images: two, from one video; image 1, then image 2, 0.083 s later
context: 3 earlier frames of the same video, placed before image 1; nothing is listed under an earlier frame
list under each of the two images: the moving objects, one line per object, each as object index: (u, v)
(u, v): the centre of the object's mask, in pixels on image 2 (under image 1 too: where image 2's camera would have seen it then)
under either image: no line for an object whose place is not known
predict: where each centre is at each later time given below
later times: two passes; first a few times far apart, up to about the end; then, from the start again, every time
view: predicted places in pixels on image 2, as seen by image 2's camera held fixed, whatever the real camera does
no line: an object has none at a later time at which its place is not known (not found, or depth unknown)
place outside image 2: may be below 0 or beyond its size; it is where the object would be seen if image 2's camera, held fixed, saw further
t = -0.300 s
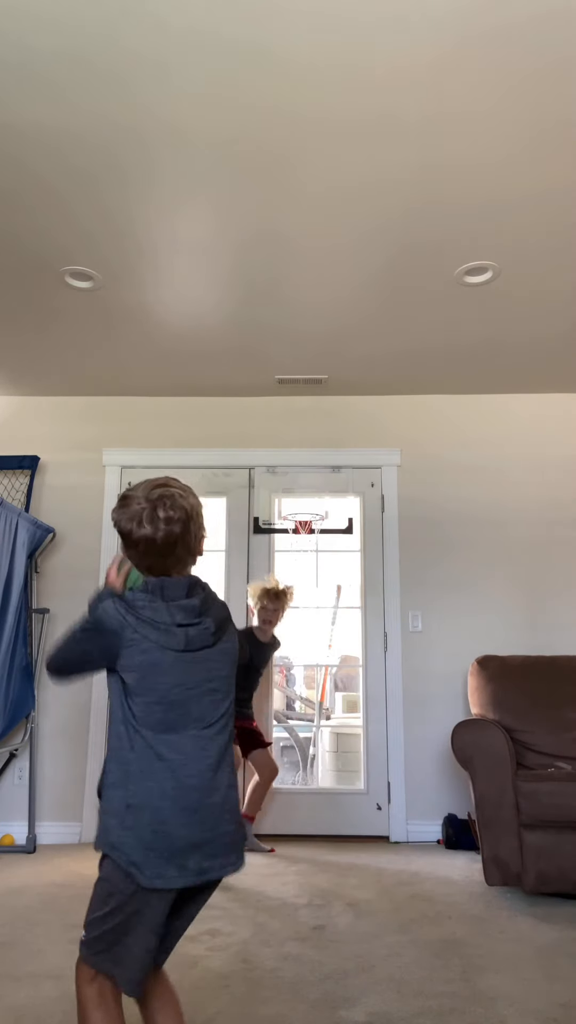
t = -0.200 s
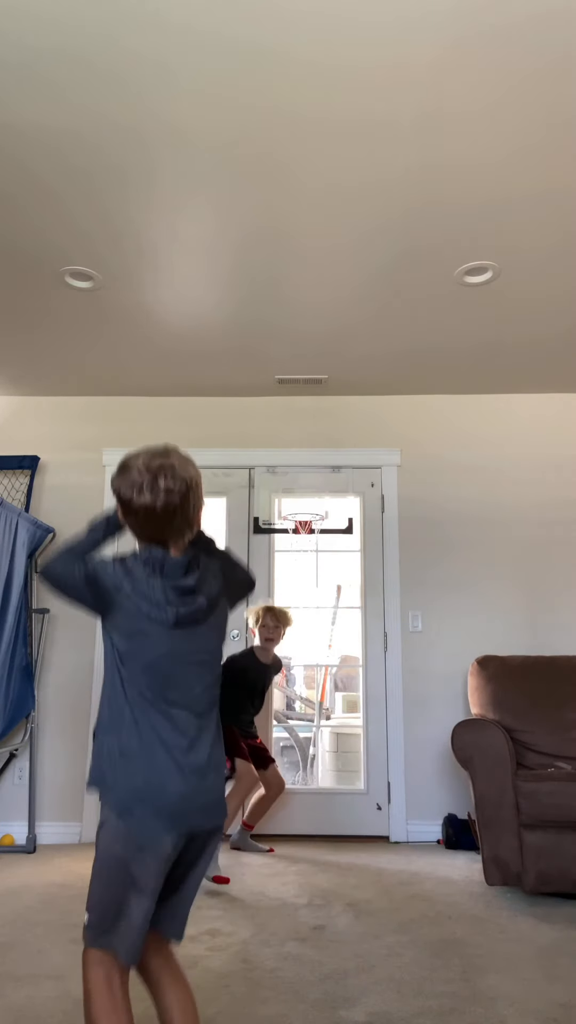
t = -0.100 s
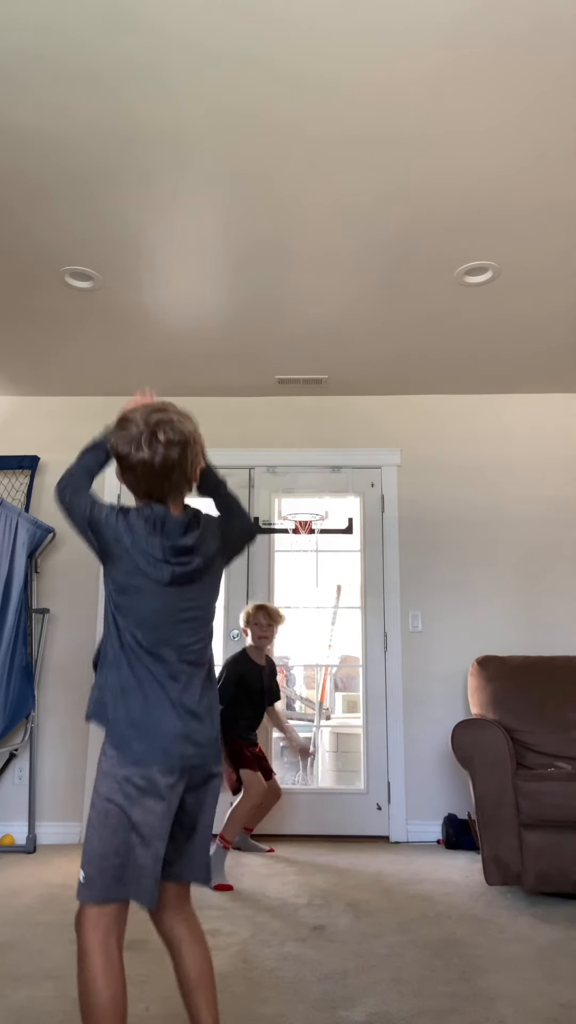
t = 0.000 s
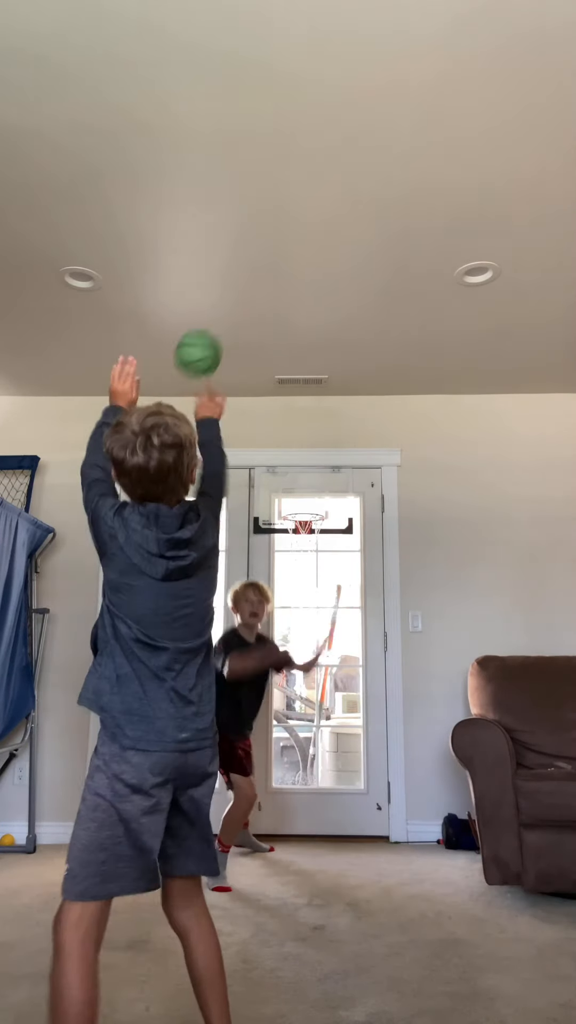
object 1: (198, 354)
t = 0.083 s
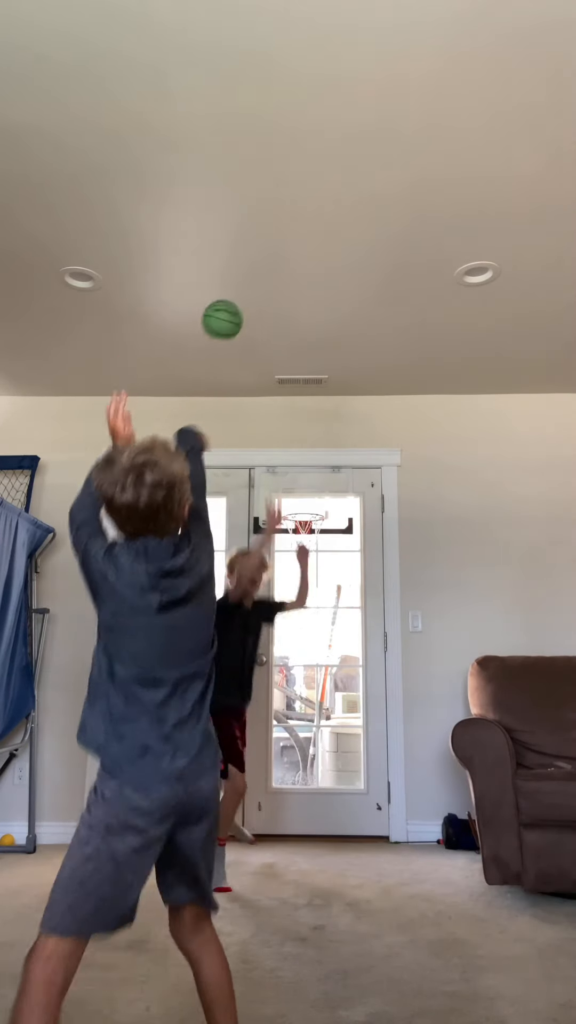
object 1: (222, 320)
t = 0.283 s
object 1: (259, 330)
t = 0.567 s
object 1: (287, 454)
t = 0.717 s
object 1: (284, 533)
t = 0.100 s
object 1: (226, 317)
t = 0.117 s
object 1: (230, 315)
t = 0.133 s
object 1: (234, 313)
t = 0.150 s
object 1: (237, 313)
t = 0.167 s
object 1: (240, 313)
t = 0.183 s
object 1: (243, 313)
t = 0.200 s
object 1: (246, 315)
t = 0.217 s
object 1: (249, 317)
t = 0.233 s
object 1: (251, 319)
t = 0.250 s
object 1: (254, 322)
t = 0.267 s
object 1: (256, 326)
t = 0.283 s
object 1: (259, 330)
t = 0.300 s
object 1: (261, 334)
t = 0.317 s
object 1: (263, 339)
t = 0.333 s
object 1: (265, 344)
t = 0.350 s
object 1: (267, 350)
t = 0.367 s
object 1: (269, 356)
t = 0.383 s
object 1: (270, 362)
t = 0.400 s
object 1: (272, 368)
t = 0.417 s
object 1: (274, 375)
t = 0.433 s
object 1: (275, 383)
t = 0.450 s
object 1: (277, 391)
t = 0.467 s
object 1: (278, 399)
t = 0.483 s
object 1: (280, 408)
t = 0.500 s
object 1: (282, 416)
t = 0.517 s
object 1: (283, 425)
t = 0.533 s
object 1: (285, 435)
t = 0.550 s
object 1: (286, 445)
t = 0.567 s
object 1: (287, 454)
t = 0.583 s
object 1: (288, 466)
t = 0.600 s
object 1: (289, 476)
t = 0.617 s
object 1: (291, 485)
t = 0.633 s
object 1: (292, 495)
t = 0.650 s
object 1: (293, 509)
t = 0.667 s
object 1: (292, 516)
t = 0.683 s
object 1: (290, 522)
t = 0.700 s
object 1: (287, 526)
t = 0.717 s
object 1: (284, 533)
